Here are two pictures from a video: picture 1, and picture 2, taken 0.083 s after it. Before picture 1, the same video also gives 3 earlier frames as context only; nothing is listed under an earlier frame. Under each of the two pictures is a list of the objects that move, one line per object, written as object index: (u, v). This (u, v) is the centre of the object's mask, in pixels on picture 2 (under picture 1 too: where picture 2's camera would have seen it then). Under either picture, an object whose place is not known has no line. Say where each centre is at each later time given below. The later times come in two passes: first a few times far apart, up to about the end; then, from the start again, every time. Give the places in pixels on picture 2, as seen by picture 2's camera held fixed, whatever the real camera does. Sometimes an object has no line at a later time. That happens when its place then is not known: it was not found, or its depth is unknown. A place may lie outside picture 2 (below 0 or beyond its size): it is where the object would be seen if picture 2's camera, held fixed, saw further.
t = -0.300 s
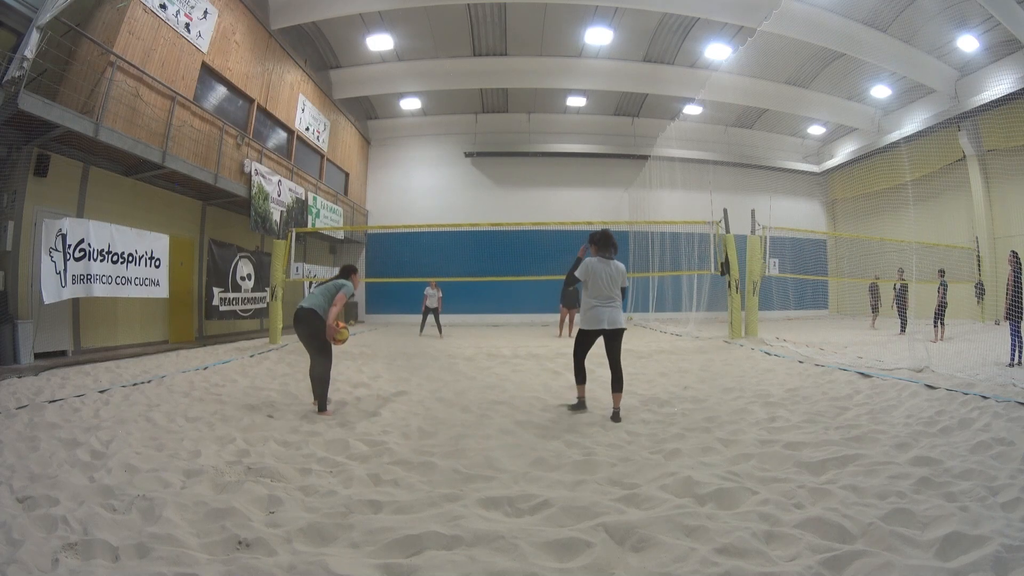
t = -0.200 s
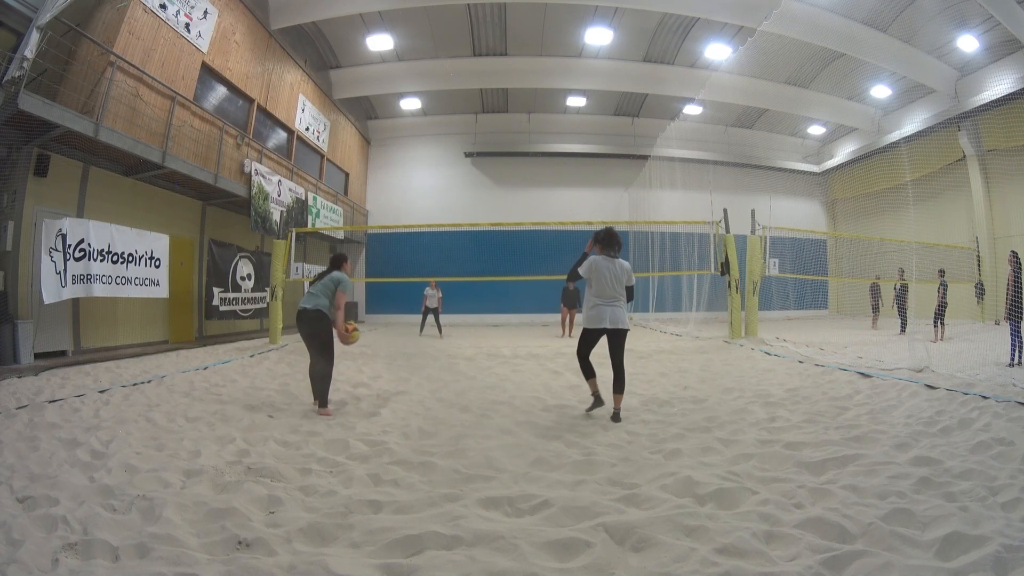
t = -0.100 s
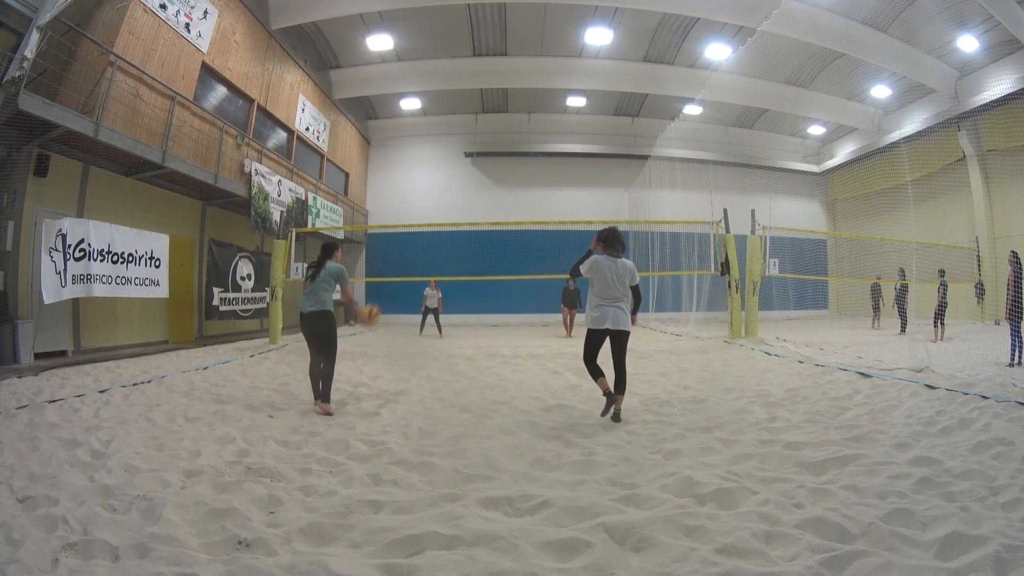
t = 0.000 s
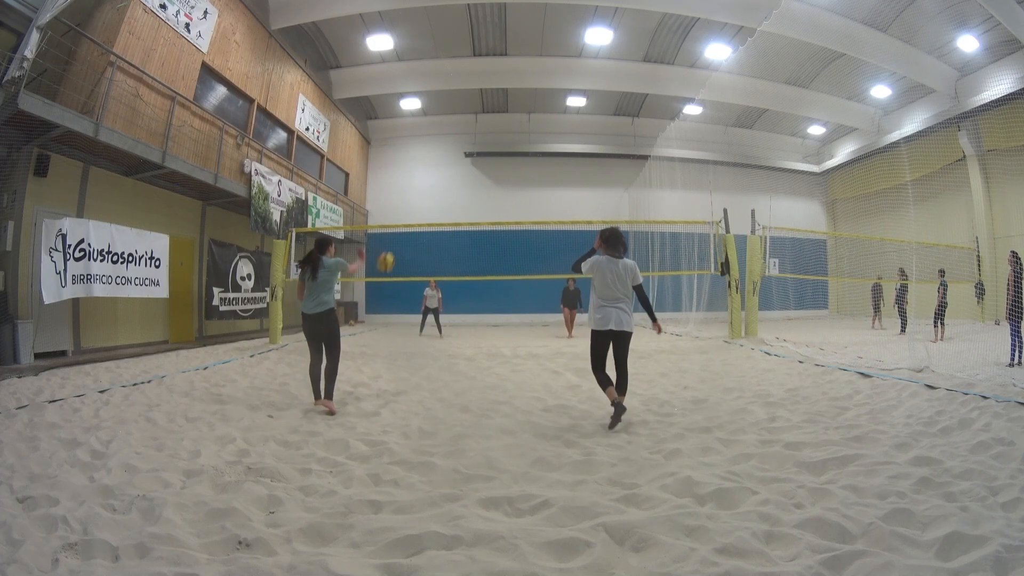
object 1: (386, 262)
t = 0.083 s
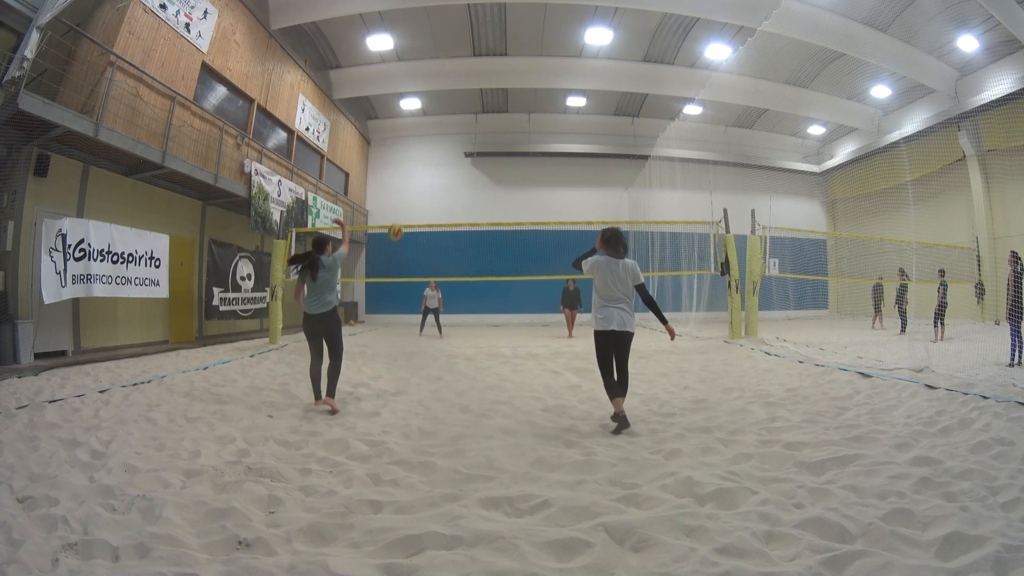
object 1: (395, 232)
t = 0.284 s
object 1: (413, 197)
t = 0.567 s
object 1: (427, 199)
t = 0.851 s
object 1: (439, 234)
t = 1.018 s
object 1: (443, 263)
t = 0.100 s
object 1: (397, 227)
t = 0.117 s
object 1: (398, 222)
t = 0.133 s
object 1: (400, 219)
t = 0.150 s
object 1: (402, 215)
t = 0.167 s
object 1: (404, 212)
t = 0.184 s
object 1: (405, 209)
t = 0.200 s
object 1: (406, 206)
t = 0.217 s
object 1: (408, 204)
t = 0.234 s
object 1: (409, 201)
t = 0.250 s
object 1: (410, 200)
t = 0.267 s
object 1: (411, 198)
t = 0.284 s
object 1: (413, 197)
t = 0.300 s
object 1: (414, 195)
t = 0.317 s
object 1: (415, 195)
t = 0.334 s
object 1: (416, 194)
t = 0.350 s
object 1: (417, 193)
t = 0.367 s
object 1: (418, 193)
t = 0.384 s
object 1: (419, 193)
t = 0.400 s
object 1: (420, 192)
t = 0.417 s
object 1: (421, 192)
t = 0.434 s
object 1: (421, 193)
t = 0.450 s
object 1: (422, 193)
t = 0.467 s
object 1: (423, 194)
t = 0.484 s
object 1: (424, 194)
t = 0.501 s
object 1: (425, 195)
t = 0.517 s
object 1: (425, 196)
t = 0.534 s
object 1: (426, 197)
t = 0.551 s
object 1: (427, 198)
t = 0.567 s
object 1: (427, 199)
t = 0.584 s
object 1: (428, 200)
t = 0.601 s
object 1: (429, 201)
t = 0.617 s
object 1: (430, 203)
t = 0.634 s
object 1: (430, 205)
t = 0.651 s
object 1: (431, 206)
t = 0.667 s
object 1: (431, 208)
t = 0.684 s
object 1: (432, 210)
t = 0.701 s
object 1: (433, 212)
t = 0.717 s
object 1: (433, 214)
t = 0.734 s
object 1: (434, 216)
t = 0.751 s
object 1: (435, 218)
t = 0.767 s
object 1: (435, 220)
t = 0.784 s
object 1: (436, 221)
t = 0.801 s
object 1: (436, 226)
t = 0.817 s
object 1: (437, 229)
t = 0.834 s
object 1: (438, 231)
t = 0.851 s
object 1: (439, 234)
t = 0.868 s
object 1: (439, 236)
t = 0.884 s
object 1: (439, 238)
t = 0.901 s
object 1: (440, 241)
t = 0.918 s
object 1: (440, 244)
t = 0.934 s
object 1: (441, 247)
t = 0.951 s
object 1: (442, 250)
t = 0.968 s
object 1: (442, 253)
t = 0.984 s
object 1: (442, 256)
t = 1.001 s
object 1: (442, 260)
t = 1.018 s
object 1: (443, 263)
